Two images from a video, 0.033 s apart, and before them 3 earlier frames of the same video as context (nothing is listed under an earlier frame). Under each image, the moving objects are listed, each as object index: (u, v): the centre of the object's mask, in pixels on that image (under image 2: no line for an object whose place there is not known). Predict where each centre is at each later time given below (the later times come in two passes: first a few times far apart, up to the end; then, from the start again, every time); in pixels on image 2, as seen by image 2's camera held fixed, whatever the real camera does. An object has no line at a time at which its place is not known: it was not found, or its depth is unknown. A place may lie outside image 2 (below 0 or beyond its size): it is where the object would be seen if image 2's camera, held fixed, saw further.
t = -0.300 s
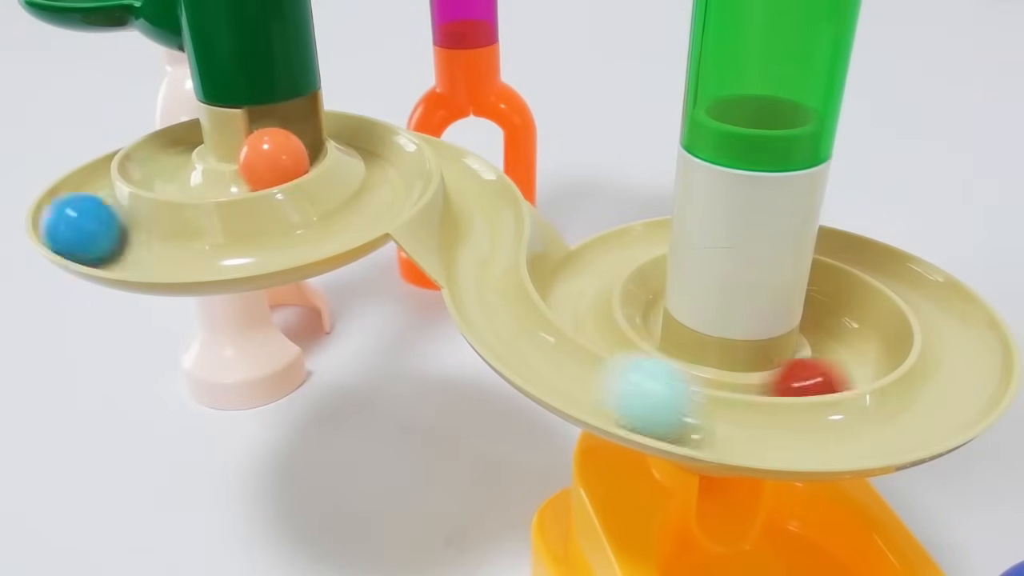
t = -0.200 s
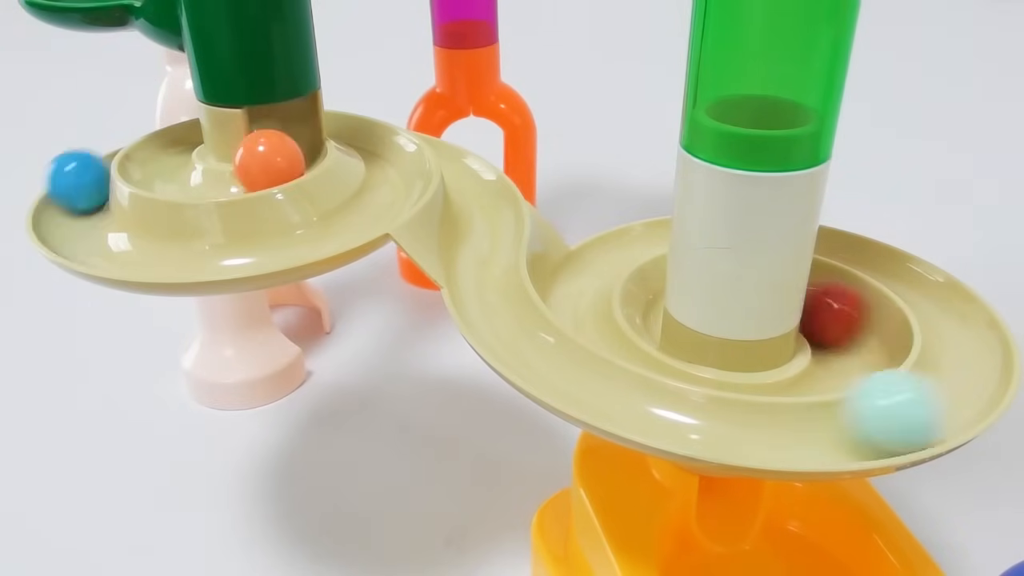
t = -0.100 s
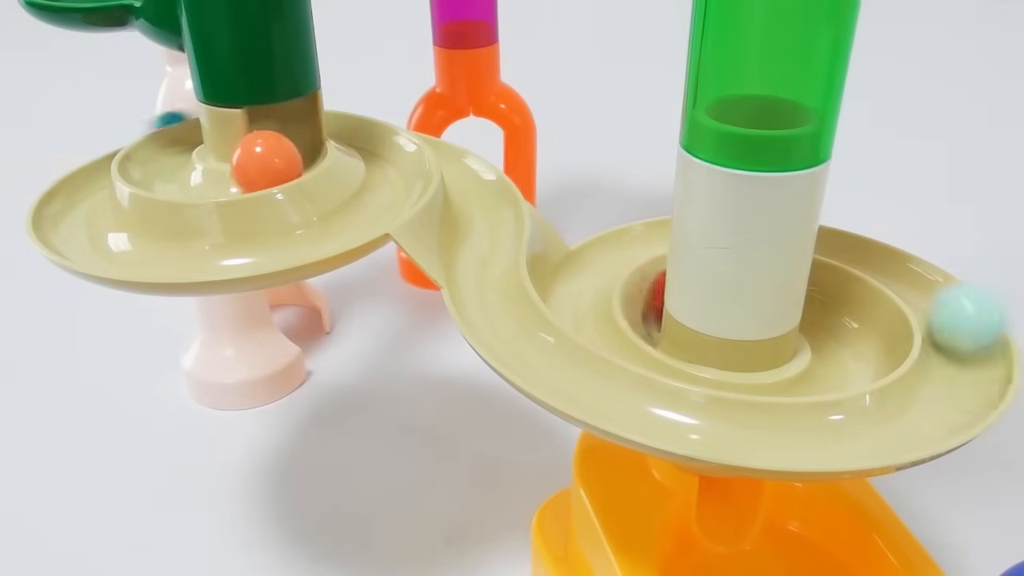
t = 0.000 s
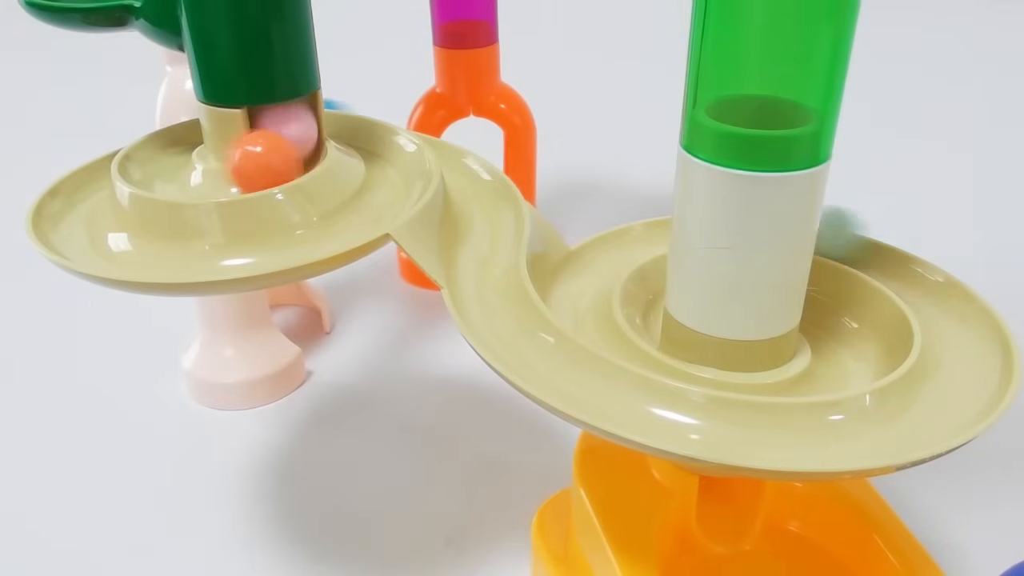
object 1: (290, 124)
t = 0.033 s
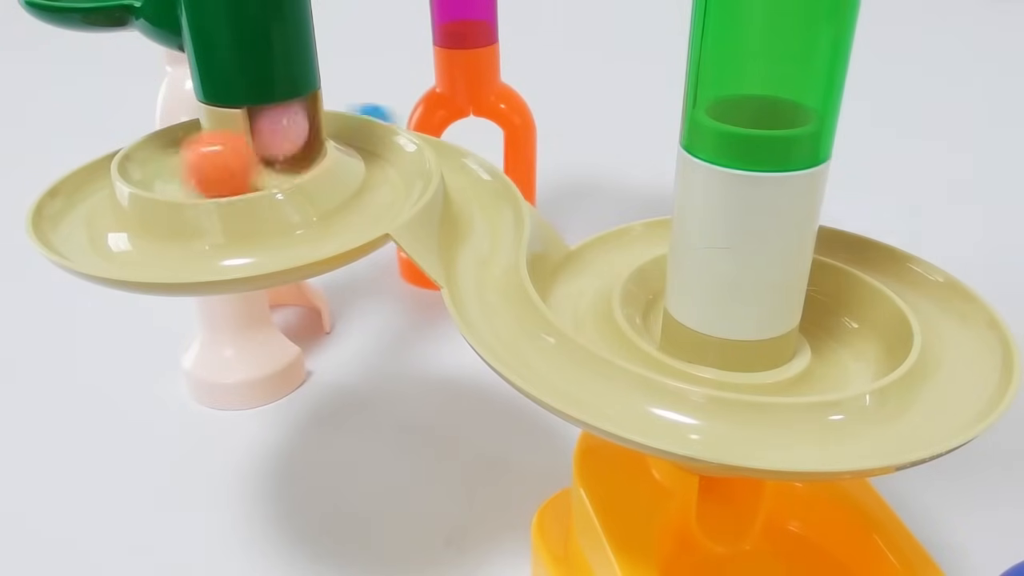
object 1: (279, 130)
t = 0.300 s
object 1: (283, 152)
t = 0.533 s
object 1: (241, 167)
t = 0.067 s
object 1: (277, 130)
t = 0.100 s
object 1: (279, 134)
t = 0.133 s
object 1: (285, 137)
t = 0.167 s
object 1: (287, 140)
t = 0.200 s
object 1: (288, 144)
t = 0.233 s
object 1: (289, 147)
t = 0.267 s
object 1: (286, 149)
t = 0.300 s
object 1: (283, 152)
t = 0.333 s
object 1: (280, 154)
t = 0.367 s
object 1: (274, 157)
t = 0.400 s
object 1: (268, 160)
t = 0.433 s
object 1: (262, 162)
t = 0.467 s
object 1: (255, 164)
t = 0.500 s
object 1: (248, 166)
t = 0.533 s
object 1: (241, 167)
